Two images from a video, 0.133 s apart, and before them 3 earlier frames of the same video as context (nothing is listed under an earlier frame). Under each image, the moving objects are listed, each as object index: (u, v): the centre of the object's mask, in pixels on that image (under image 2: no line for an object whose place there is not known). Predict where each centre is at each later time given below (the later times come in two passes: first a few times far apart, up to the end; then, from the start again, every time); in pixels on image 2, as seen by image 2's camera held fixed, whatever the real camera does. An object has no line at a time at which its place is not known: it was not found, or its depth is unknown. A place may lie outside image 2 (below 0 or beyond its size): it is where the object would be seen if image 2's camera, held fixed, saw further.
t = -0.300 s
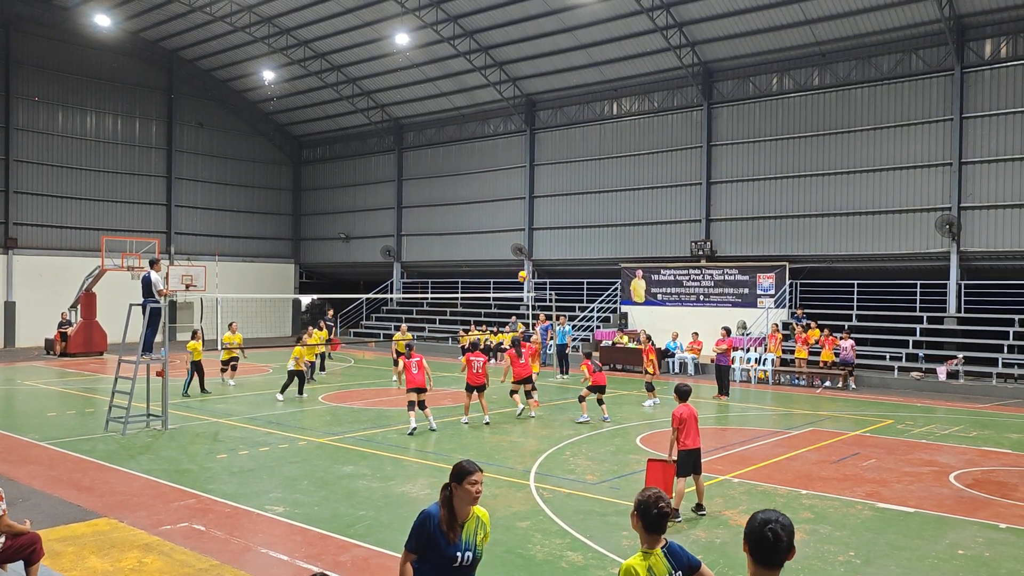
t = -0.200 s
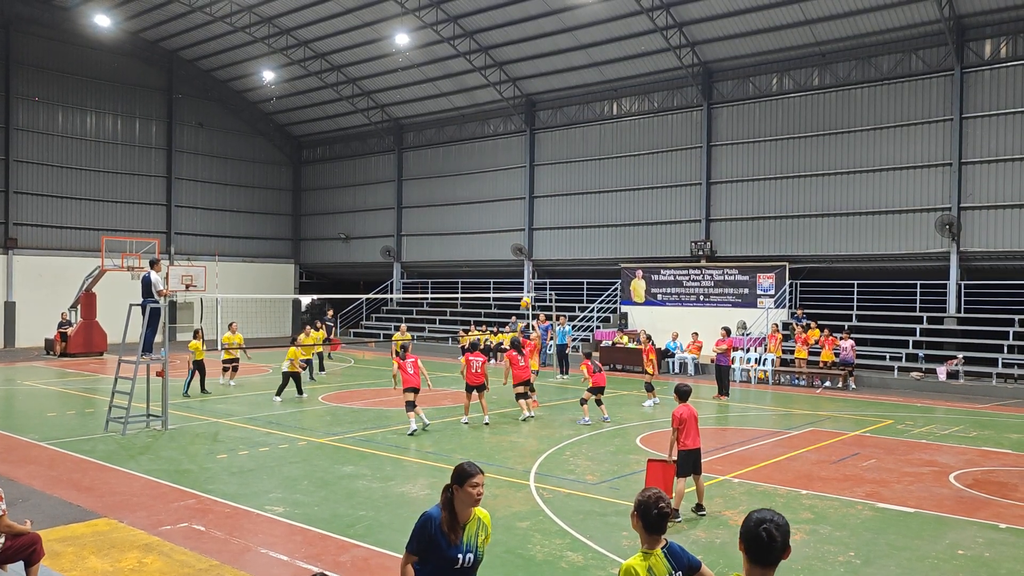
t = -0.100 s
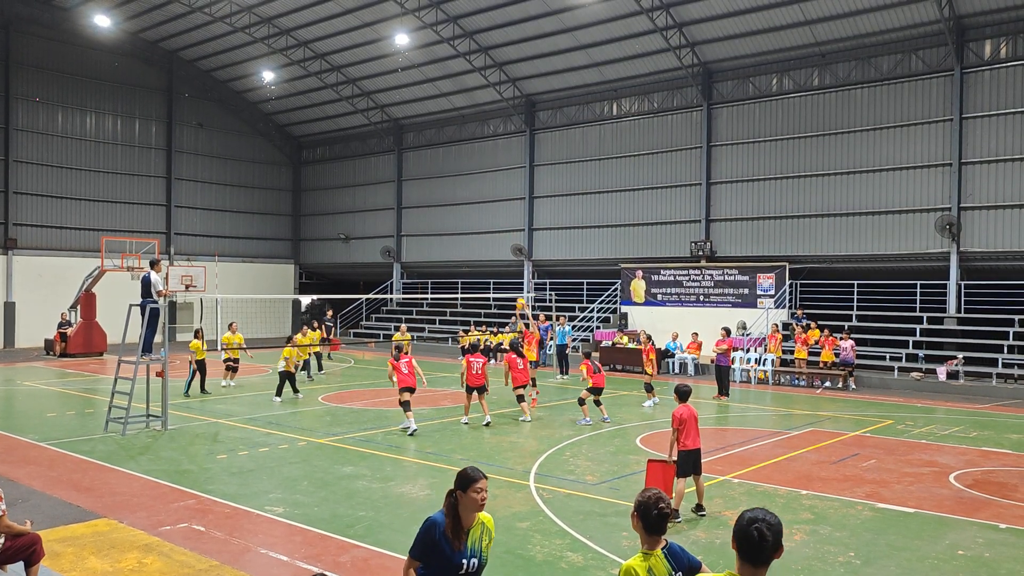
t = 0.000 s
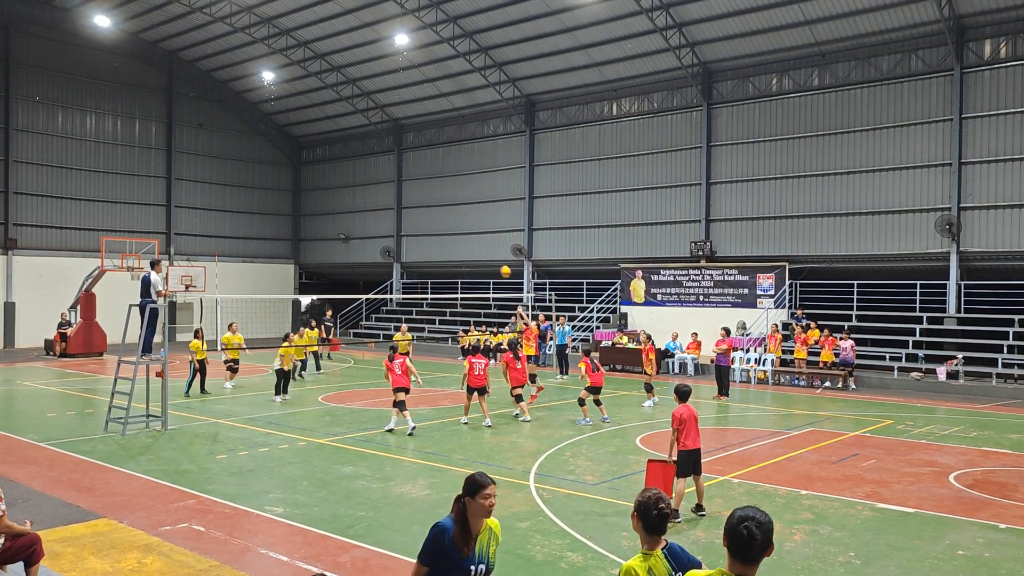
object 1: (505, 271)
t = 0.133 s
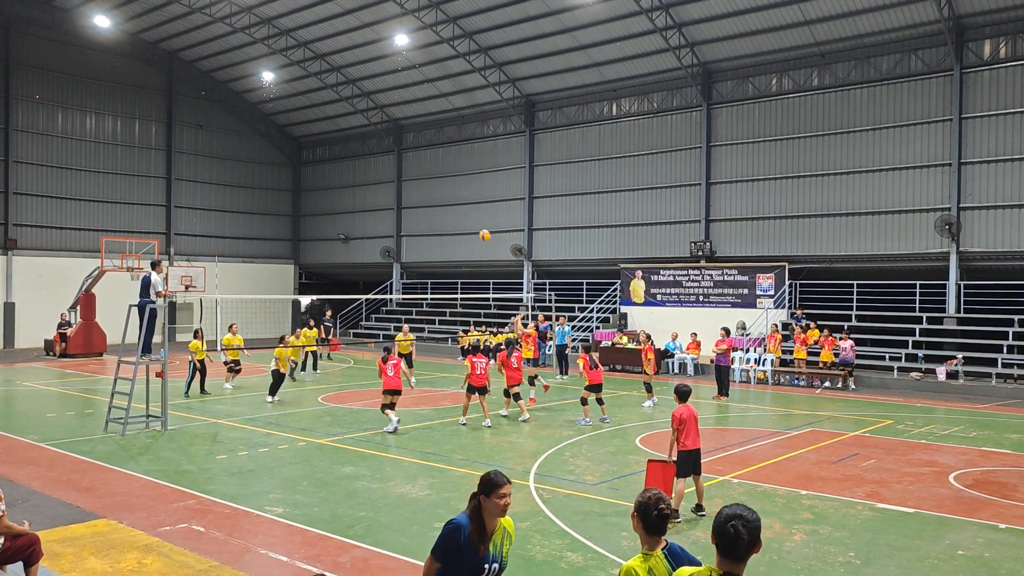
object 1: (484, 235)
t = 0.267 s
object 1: (464, 207)
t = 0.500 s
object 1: (428, 179)
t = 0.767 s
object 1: (387, 179)
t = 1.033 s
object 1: (346, 215)
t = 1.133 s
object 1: (330, 239)
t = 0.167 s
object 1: (479, 227)
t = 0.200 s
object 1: (474, 220)
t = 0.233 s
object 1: (469, 214)
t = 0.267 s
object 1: (464, 207)
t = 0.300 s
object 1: (459, 202)
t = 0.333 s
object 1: (454, 197)
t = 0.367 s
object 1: (448, 192)
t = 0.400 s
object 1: (443, 188)
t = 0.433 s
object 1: (438, 184)
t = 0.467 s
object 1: (433, 181)
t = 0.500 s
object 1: (428, 179)
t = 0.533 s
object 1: (423, 177)
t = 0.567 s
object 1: (418, 176)
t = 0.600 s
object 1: (413, 175)
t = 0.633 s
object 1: (407, 175)
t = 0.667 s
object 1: (402, 175)
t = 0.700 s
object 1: (397, 176)
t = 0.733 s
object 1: (392, 177)
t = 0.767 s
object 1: (387, 179)
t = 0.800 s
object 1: (382, 181)
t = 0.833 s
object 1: (376, 185)
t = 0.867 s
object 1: (371, 189)
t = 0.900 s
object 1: (366, 193)
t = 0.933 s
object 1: (361, 197)
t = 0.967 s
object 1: (356, 203)
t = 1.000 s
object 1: (351, 209)
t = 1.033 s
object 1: (346, 215)
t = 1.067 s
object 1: (340, 223)
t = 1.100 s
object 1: (335, 230)
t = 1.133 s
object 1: (330, 239)
